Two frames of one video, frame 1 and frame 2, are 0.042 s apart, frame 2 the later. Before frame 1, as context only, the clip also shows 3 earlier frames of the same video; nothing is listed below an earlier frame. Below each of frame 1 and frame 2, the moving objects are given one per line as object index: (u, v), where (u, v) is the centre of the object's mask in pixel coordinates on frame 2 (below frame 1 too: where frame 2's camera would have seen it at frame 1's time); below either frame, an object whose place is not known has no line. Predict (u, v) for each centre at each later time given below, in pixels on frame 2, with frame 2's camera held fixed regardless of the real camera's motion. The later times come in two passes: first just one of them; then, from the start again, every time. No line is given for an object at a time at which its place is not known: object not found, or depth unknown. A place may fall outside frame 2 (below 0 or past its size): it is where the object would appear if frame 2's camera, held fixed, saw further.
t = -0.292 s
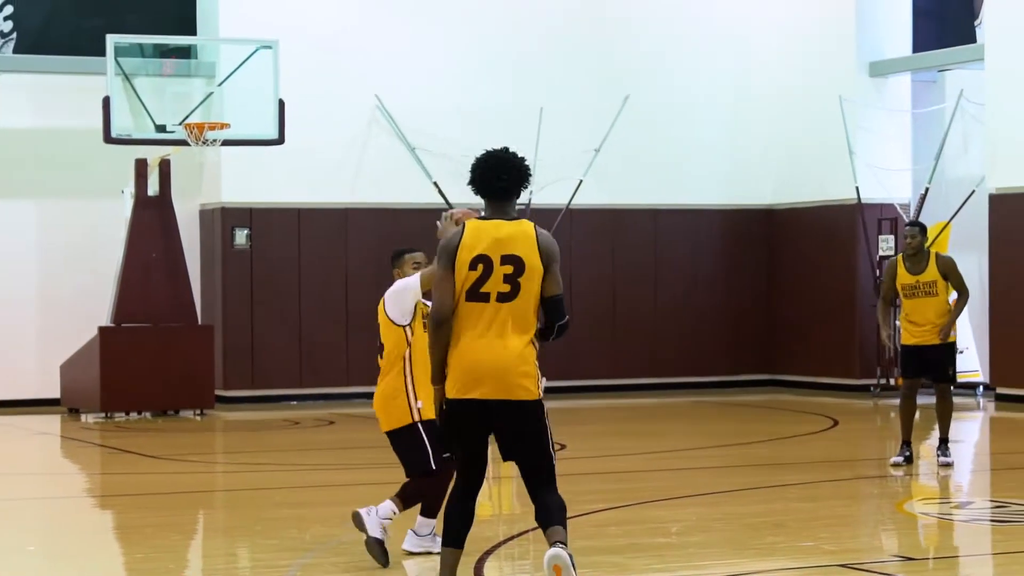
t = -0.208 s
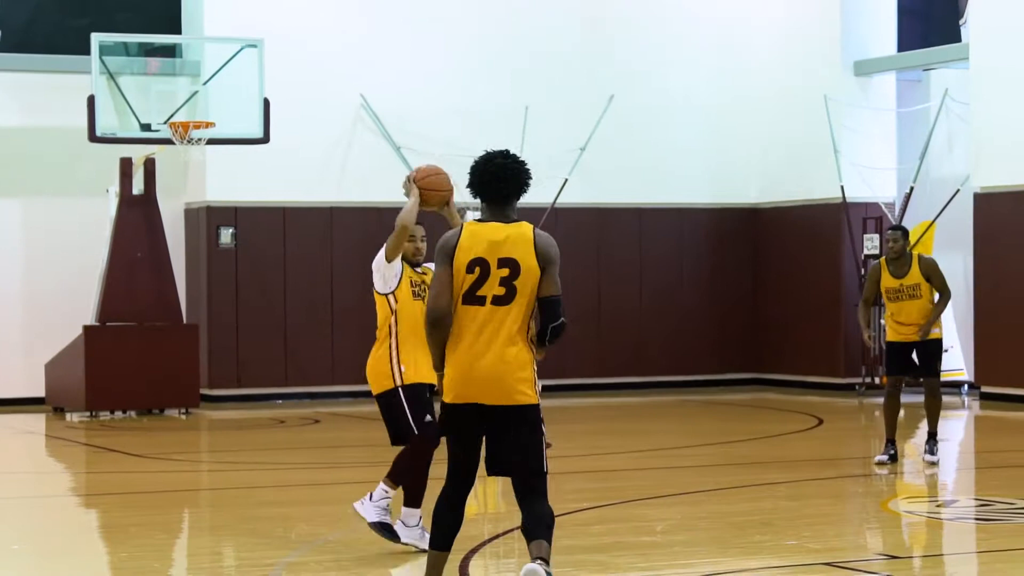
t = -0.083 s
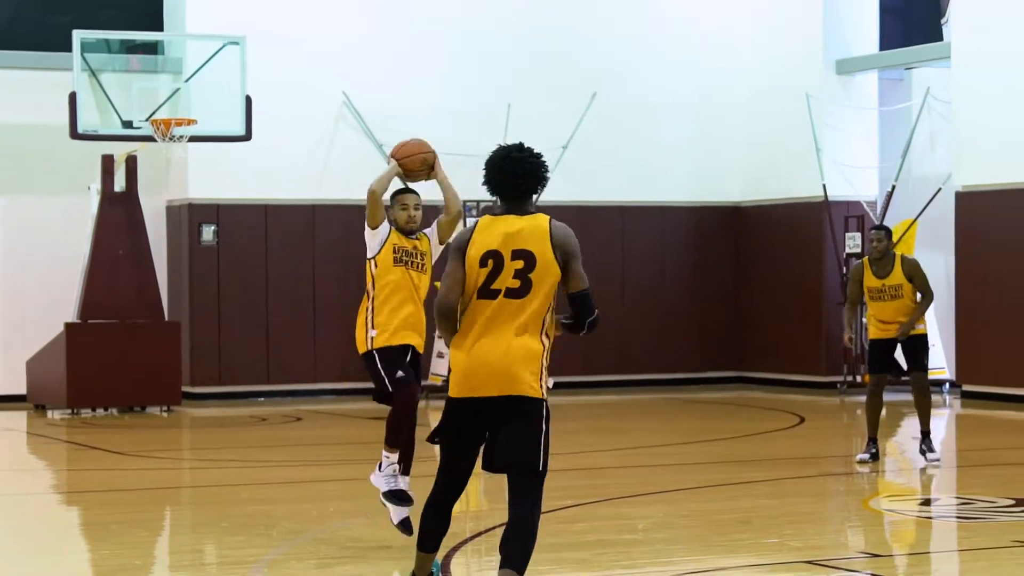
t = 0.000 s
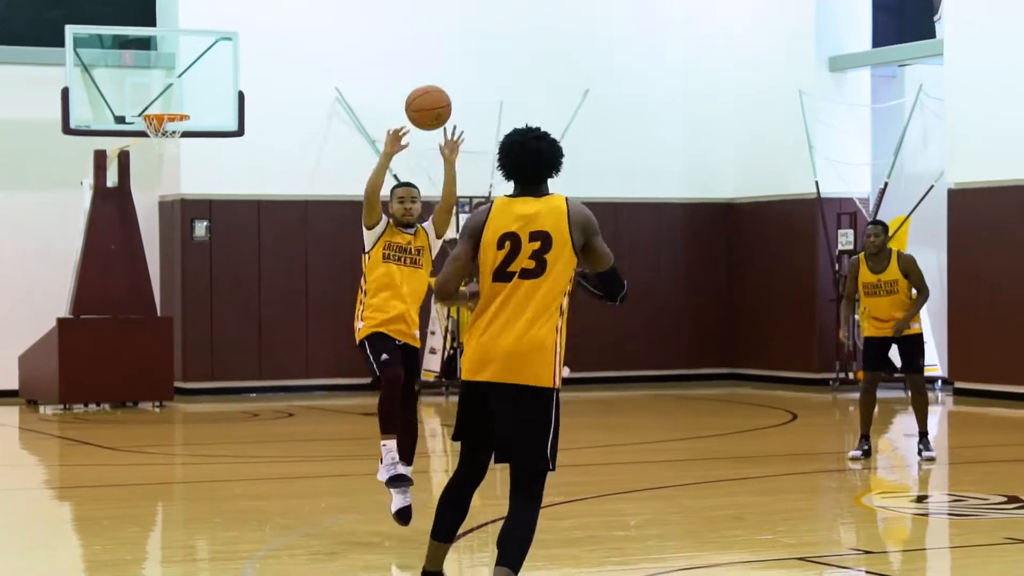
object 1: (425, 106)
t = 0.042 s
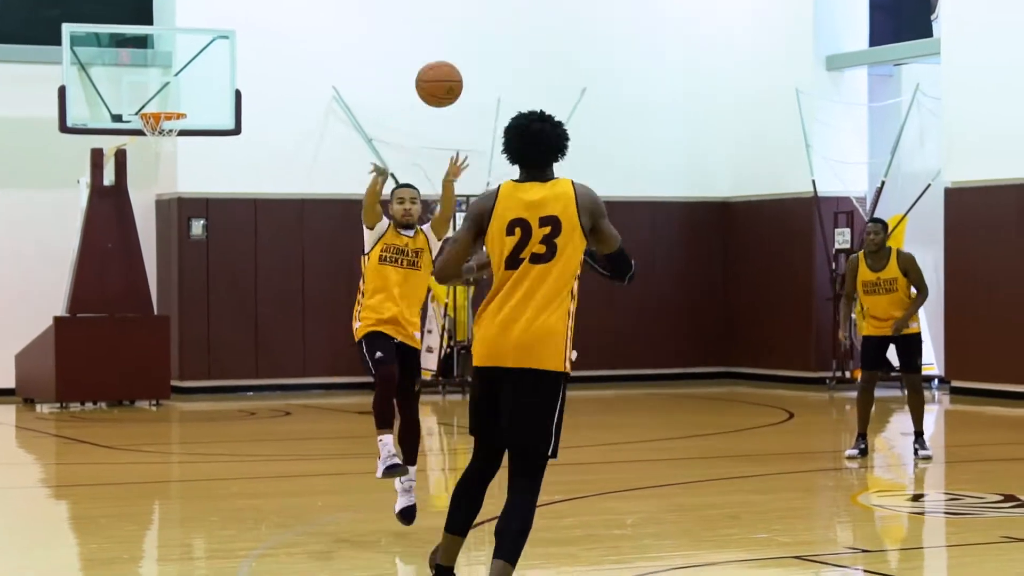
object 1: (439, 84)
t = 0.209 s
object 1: (500, 25)
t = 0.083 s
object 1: (453, 65)
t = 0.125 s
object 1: (468, 48)
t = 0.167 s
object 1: (484, 33)
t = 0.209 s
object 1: (500, 25)
